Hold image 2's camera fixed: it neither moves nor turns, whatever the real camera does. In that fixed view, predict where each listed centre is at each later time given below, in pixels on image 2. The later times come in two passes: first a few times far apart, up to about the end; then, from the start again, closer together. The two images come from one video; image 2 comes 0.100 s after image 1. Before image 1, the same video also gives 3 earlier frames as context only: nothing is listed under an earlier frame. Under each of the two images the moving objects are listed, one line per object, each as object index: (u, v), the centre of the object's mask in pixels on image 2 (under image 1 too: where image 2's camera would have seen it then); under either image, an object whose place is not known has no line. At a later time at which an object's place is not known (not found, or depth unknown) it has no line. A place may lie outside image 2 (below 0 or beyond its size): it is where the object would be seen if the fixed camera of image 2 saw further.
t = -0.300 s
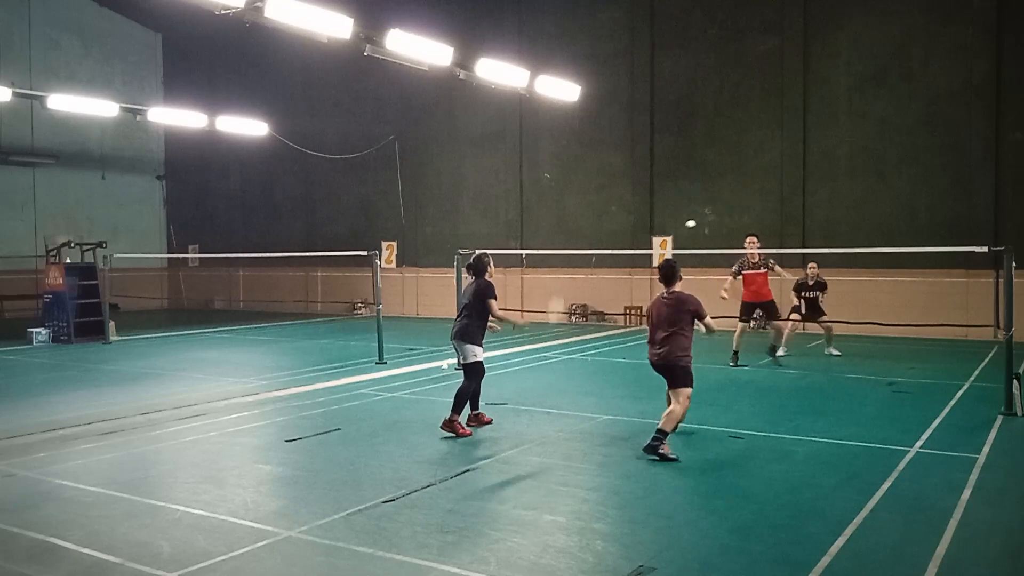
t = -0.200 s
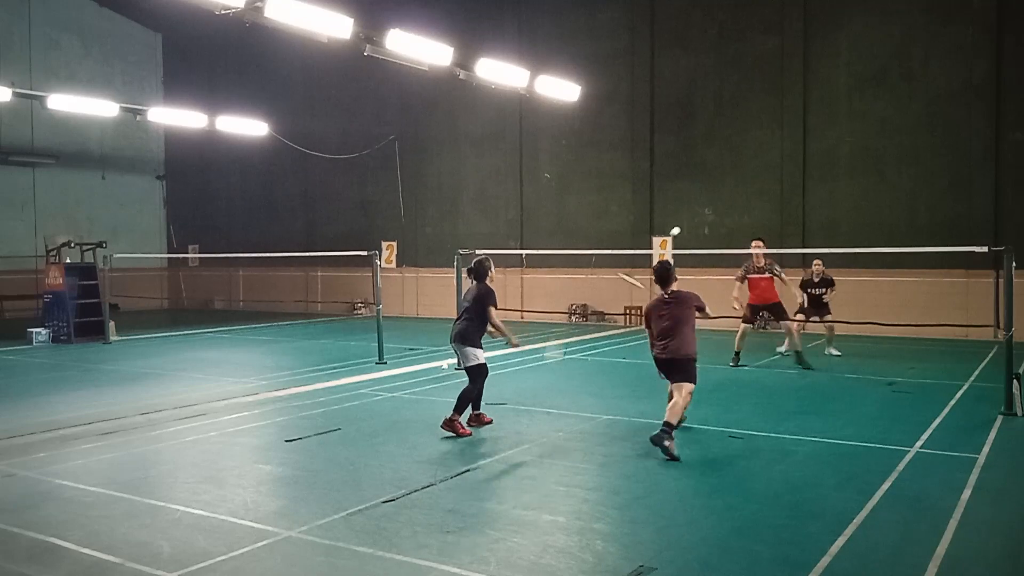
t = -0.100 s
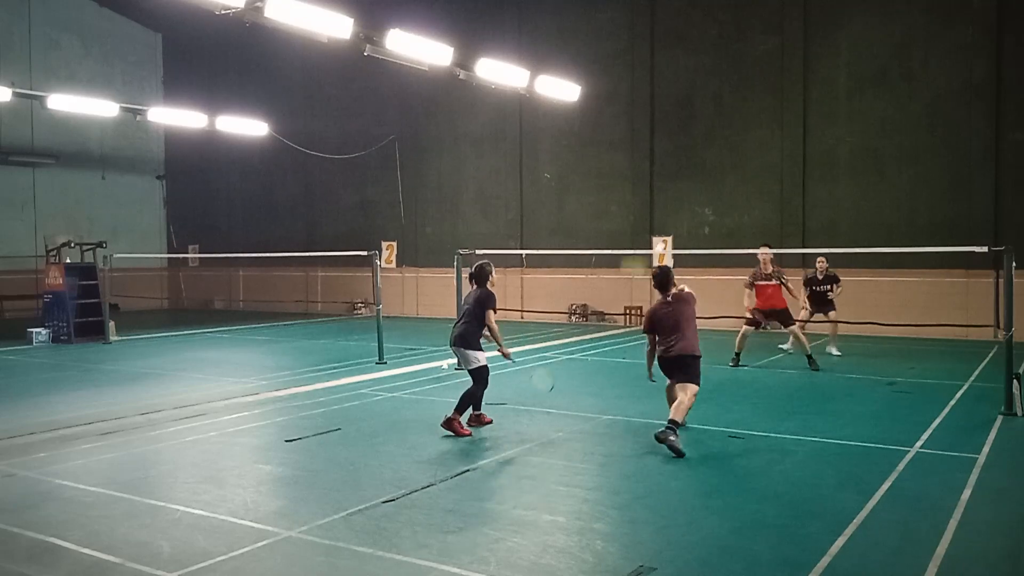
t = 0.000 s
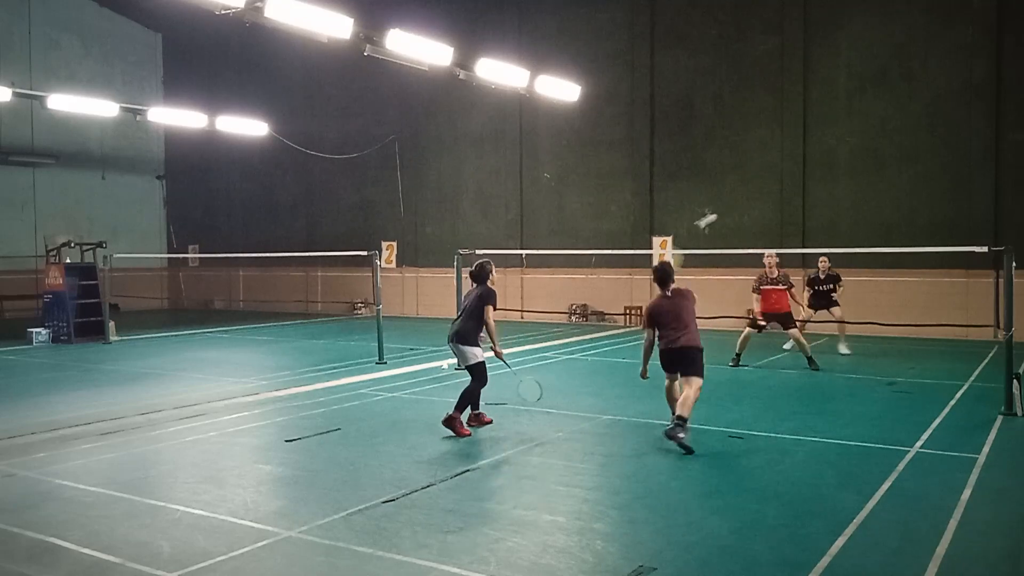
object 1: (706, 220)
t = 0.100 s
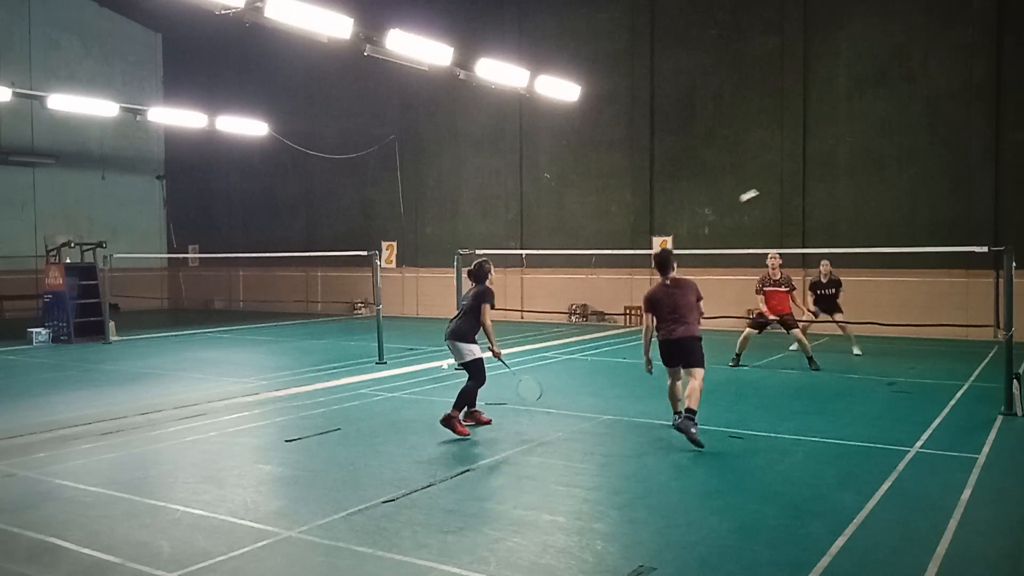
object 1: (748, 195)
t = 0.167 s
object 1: (778, 185)
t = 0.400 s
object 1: (856, 197)
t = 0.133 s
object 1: (764, 189)
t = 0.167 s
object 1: (778, 185)
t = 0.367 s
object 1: (845, 192)
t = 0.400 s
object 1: (856, 197)
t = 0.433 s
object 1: (866, 202)
